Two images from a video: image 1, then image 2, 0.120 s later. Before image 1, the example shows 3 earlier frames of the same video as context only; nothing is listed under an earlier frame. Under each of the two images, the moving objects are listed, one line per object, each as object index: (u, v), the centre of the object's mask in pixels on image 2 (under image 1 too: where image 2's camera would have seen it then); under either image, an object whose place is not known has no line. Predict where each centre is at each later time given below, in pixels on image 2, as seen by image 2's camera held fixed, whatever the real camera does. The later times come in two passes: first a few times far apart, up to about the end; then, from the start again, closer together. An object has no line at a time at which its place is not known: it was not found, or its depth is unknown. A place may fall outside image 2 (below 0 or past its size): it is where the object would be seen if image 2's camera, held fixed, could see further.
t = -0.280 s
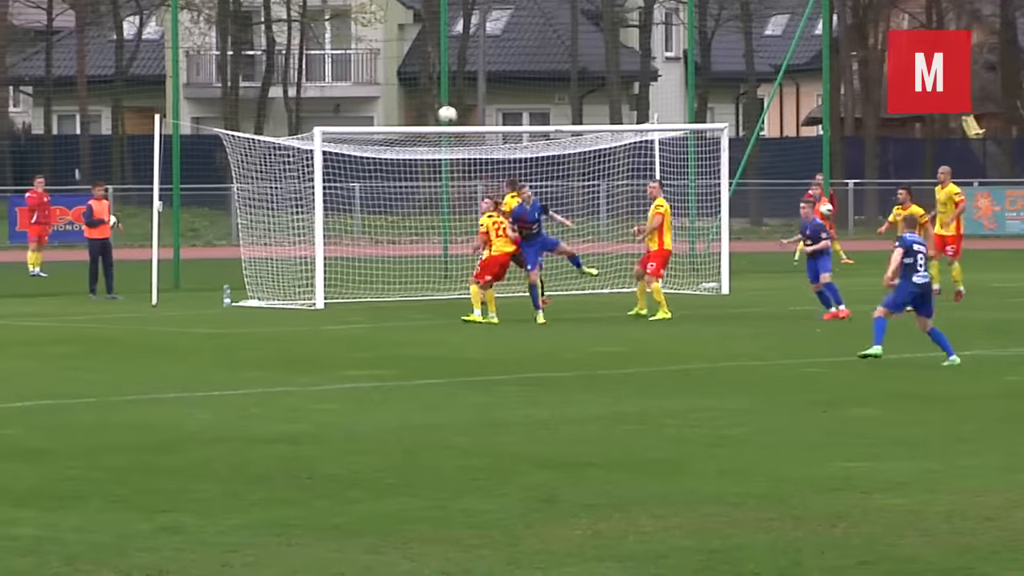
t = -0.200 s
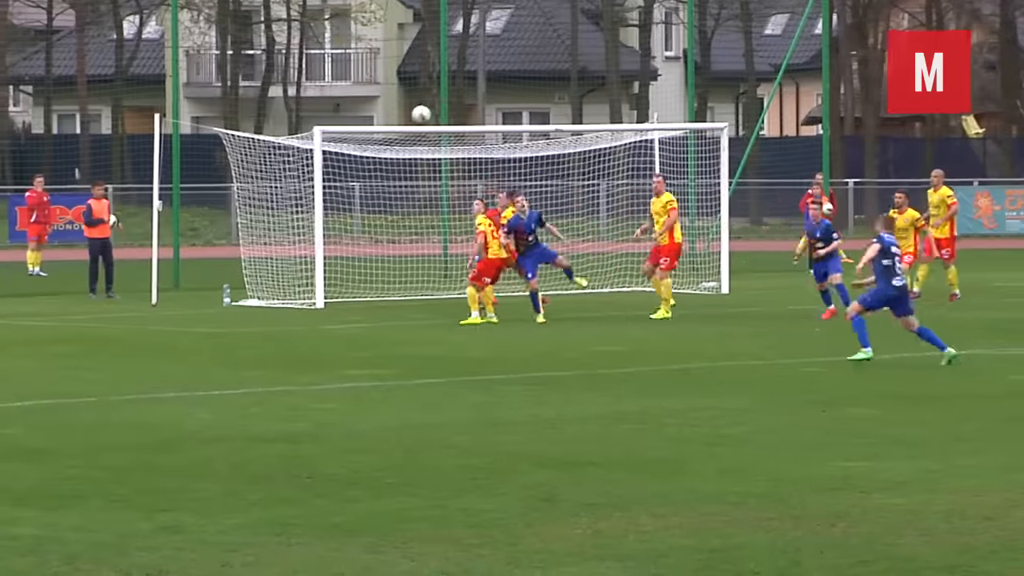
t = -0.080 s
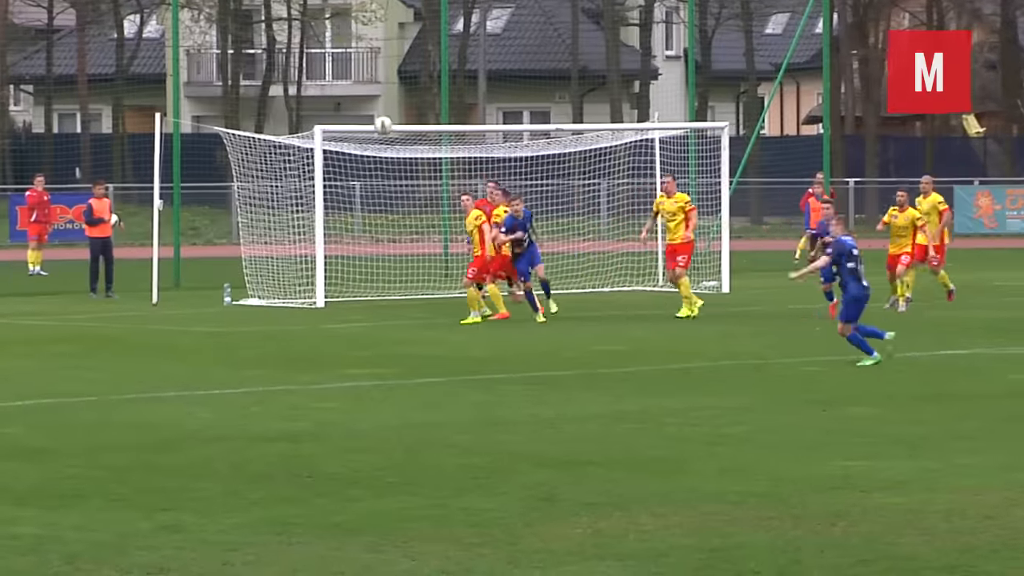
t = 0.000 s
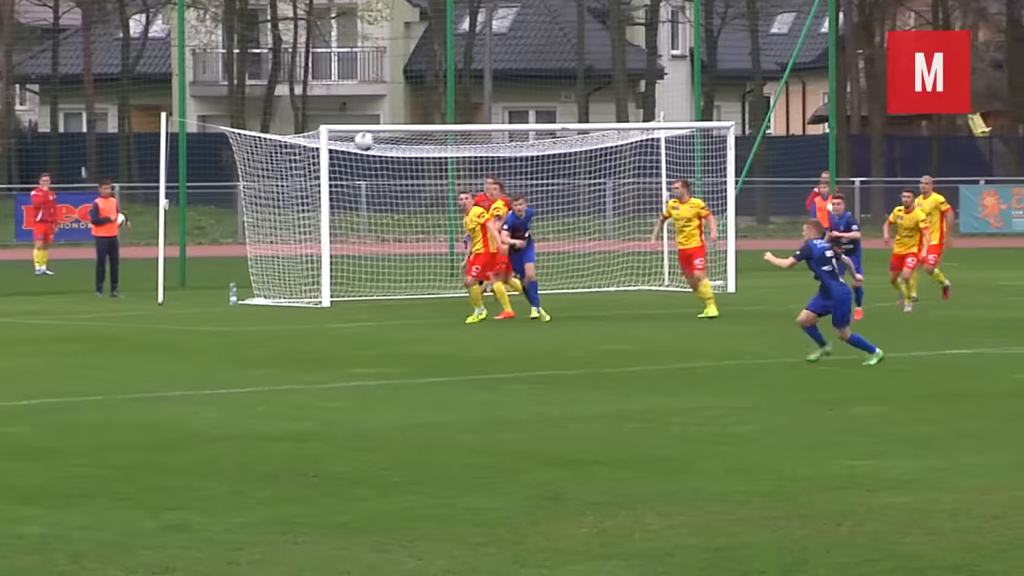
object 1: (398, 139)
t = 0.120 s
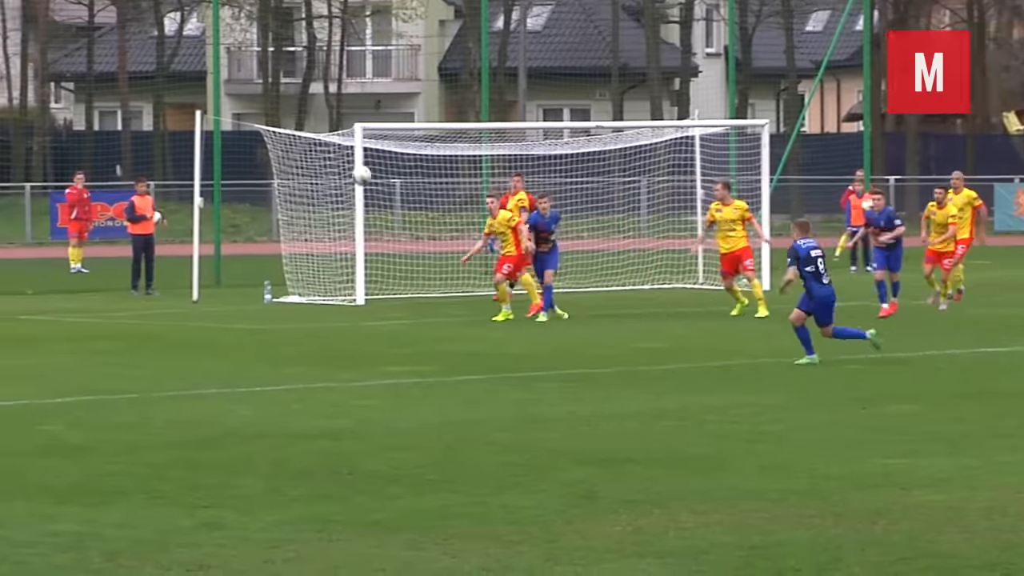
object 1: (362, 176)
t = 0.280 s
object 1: (315, 246)
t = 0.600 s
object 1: (216, 290)
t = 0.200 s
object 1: (338, 206)
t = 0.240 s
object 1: (326, 225)
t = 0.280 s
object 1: (315, 246)
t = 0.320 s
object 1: (304, 267)
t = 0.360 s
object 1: (292, 291)
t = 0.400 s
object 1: (281, 317)
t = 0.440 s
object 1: (271, 344)
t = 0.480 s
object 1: (258, 336)
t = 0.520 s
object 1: (244, 320)
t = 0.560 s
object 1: (231, 304)
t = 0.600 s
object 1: (216, 290)
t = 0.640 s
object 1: (202, 278)
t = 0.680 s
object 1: (188, 268)
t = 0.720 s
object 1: (174, 259)
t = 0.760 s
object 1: (160, 251)
